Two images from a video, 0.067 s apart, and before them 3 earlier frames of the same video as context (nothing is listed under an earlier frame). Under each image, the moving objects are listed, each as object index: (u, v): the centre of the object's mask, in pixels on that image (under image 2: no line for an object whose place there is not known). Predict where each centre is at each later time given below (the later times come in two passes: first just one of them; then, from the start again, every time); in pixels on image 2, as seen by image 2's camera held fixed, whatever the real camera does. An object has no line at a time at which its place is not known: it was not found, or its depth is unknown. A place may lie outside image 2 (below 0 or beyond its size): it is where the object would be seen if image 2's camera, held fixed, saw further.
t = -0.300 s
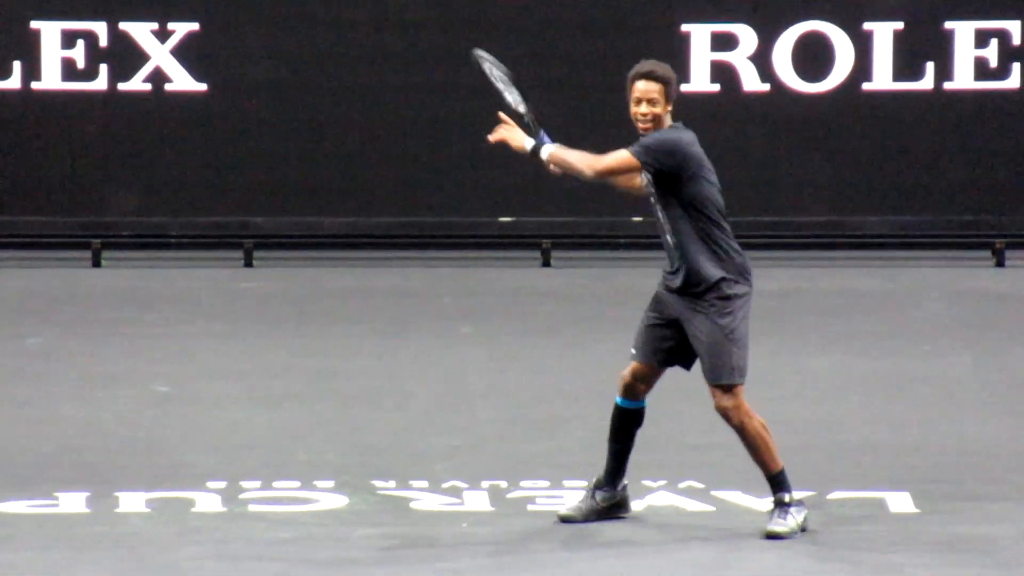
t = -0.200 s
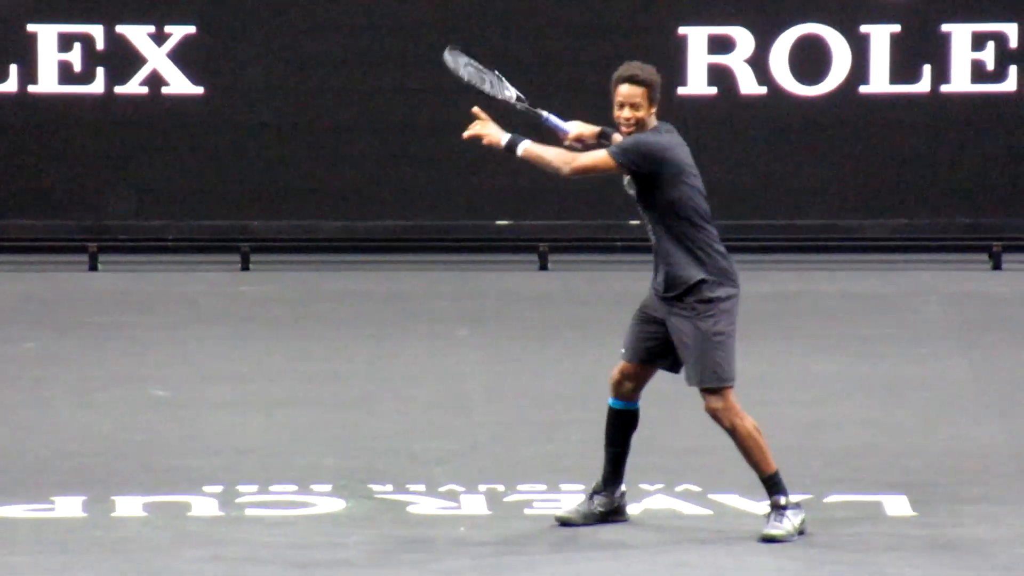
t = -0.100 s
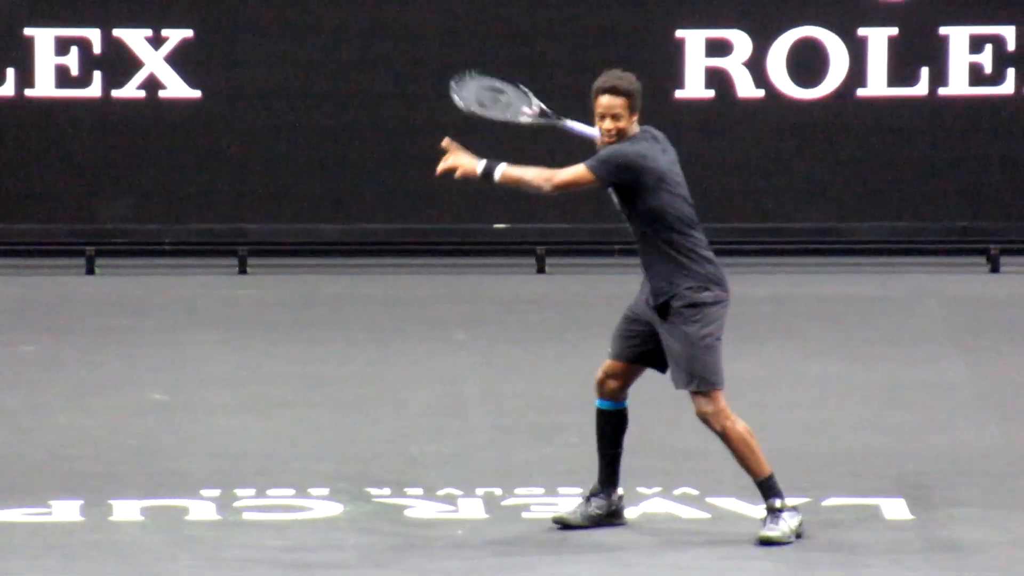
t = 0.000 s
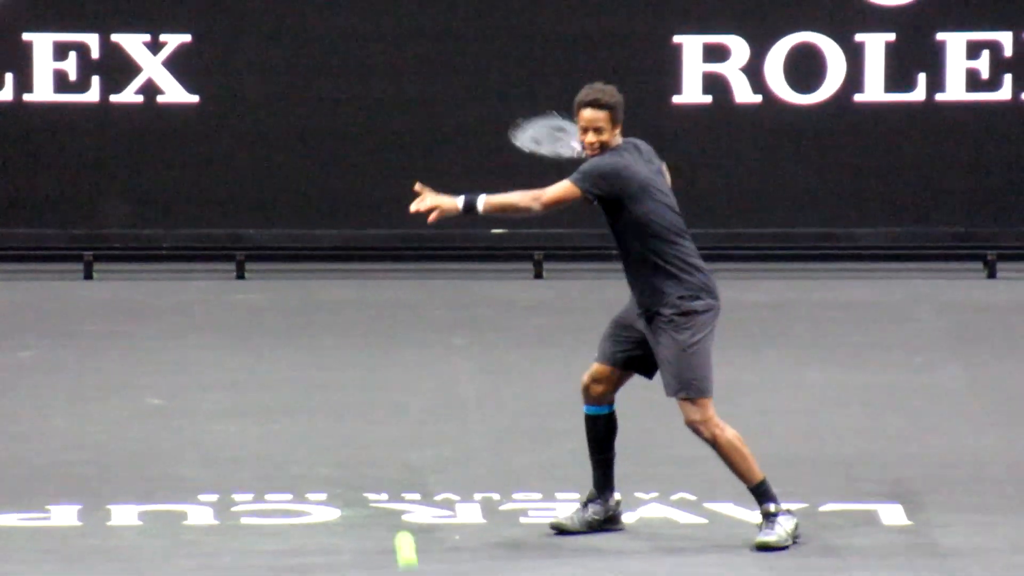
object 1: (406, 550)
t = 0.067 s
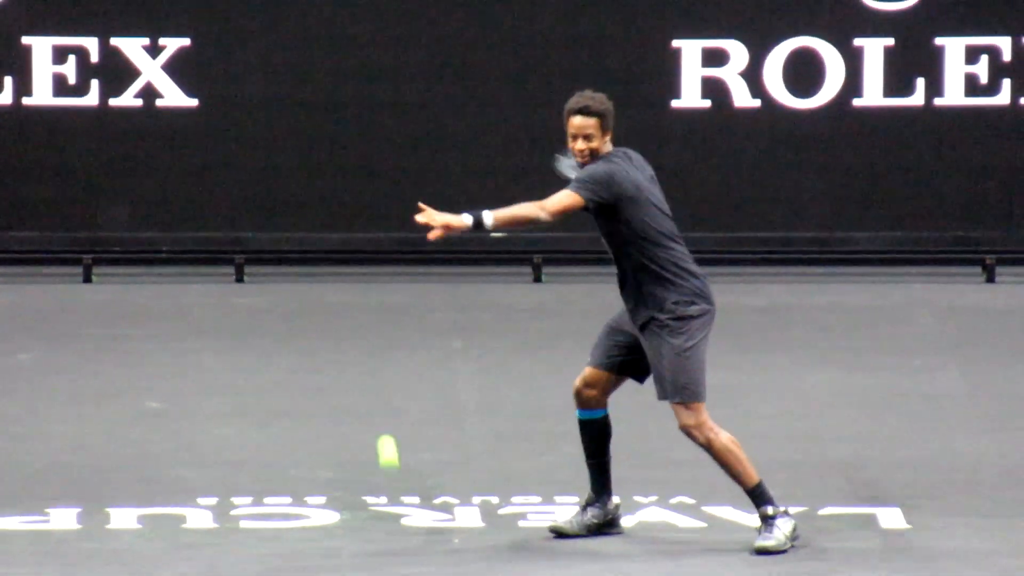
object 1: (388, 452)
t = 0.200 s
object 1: (355, 304)
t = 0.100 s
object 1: (379, 409)
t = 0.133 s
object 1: (371, 370)
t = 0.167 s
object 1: (363, 334)
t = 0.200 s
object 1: (355, 304)
